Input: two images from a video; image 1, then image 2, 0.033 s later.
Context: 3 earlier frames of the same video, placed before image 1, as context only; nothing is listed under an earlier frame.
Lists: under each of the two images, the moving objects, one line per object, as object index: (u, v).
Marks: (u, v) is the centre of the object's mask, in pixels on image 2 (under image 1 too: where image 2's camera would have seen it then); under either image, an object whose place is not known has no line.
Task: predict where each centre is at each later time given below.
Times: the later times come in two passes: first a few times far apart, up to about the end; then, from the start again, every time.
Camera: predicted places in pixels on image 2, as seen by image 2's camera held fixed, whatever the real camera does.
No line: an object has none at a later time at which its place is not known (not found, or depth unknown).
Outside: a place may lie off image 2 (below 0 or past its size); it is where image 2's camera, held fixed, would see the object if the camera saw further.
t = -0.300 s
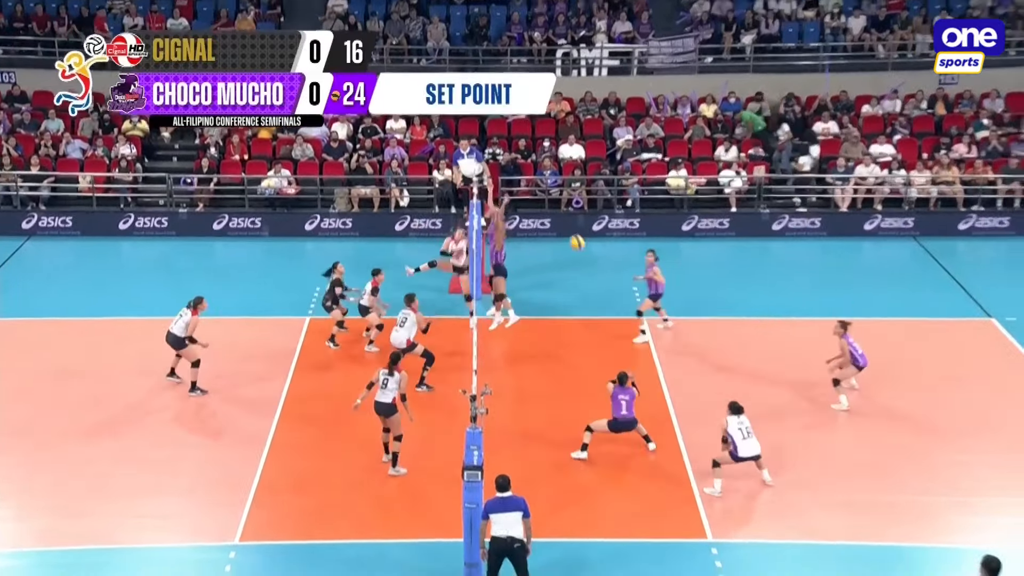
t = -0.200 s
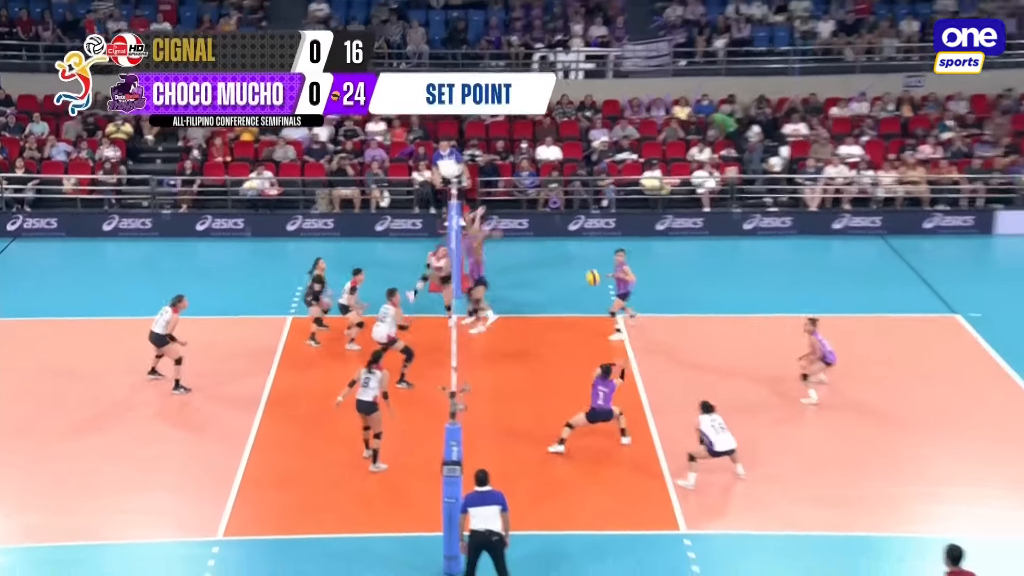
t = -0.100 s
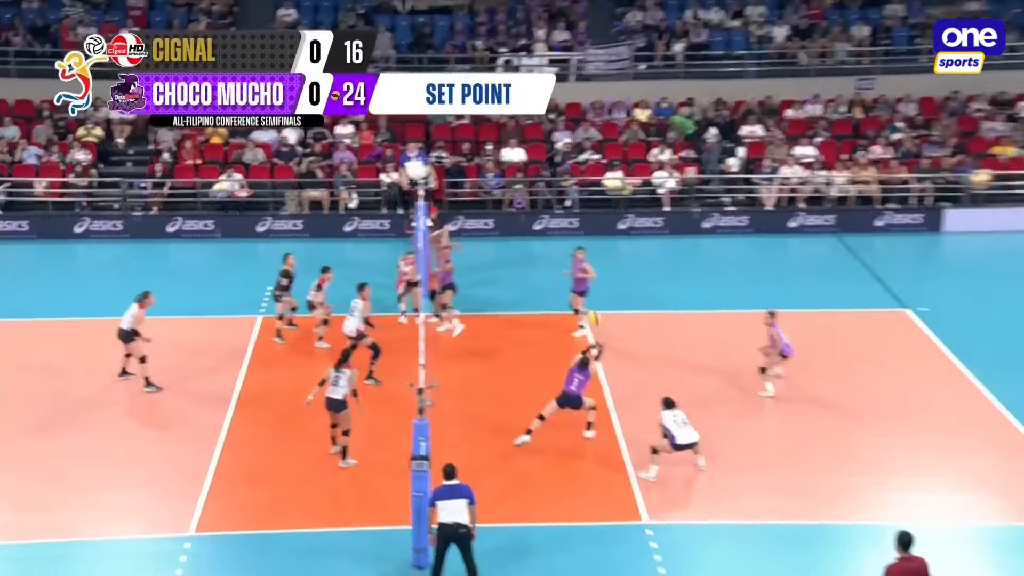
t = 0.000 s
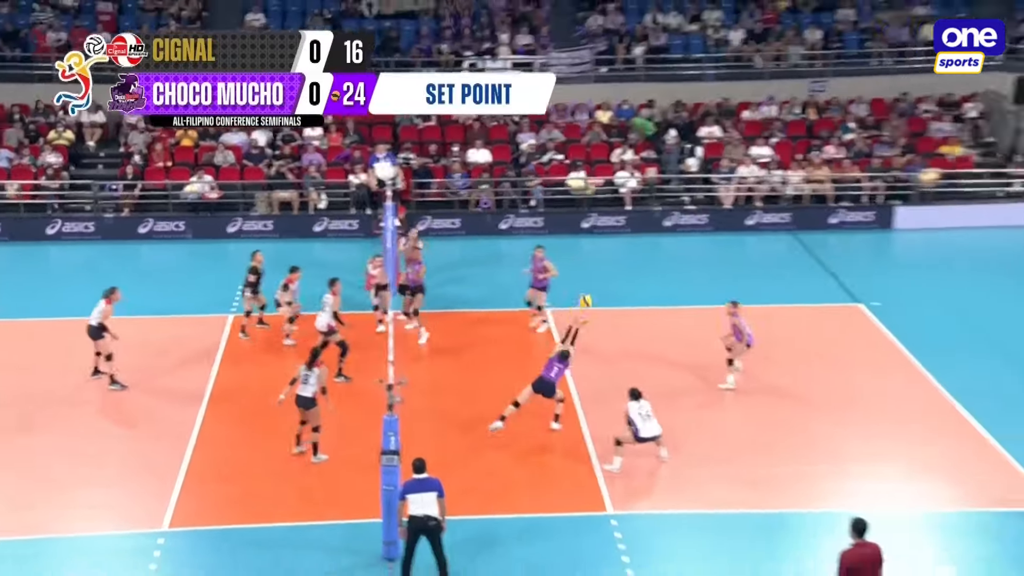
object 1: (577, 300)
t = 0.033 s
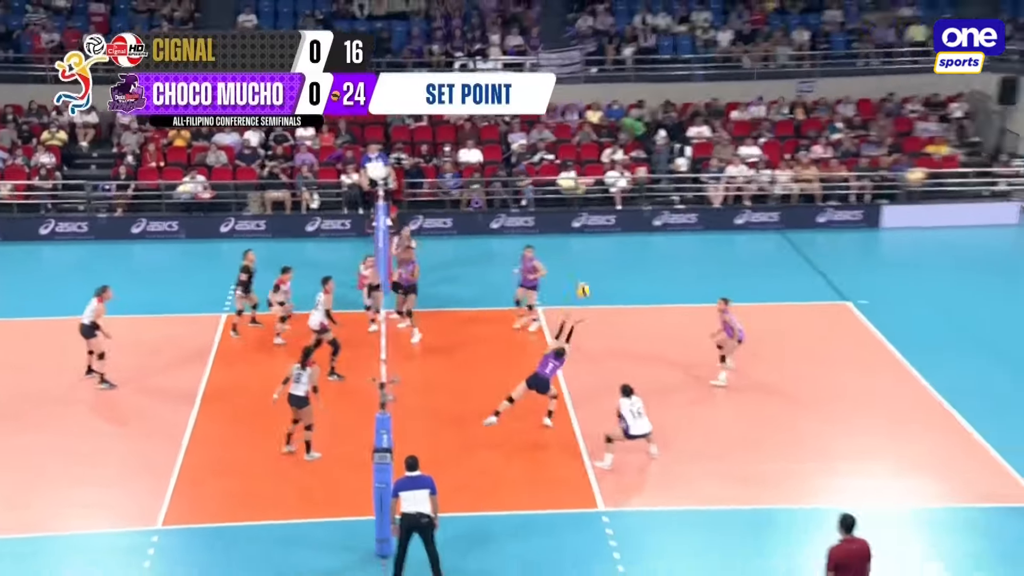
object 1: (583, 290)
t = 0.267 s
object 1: (628, 240)
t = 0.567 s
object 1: (681, 227)
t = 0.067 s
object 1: (589, 281)
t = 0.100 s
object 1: (596, 272)
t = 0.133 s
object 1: (603, 264)
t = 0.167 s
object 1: (610, 258)
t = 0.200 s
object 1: (616, 250)
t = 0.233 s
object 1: (623, 245)
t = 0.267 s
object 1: (628, 240)
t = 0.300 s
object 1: (634, 235)
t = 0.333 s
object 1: (640, 231)
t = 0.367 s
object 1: (646, 228)
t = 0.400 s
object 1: (652, 227)
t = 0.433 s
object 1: (658, 225)
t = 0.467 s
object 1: (664, 224)
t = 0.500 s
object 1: (669, 224)
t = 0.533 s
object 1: (675, 225)
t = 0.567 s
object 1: (681, 227)
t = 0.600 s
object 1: (687, 228)
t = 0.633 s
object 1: (692, 230)
